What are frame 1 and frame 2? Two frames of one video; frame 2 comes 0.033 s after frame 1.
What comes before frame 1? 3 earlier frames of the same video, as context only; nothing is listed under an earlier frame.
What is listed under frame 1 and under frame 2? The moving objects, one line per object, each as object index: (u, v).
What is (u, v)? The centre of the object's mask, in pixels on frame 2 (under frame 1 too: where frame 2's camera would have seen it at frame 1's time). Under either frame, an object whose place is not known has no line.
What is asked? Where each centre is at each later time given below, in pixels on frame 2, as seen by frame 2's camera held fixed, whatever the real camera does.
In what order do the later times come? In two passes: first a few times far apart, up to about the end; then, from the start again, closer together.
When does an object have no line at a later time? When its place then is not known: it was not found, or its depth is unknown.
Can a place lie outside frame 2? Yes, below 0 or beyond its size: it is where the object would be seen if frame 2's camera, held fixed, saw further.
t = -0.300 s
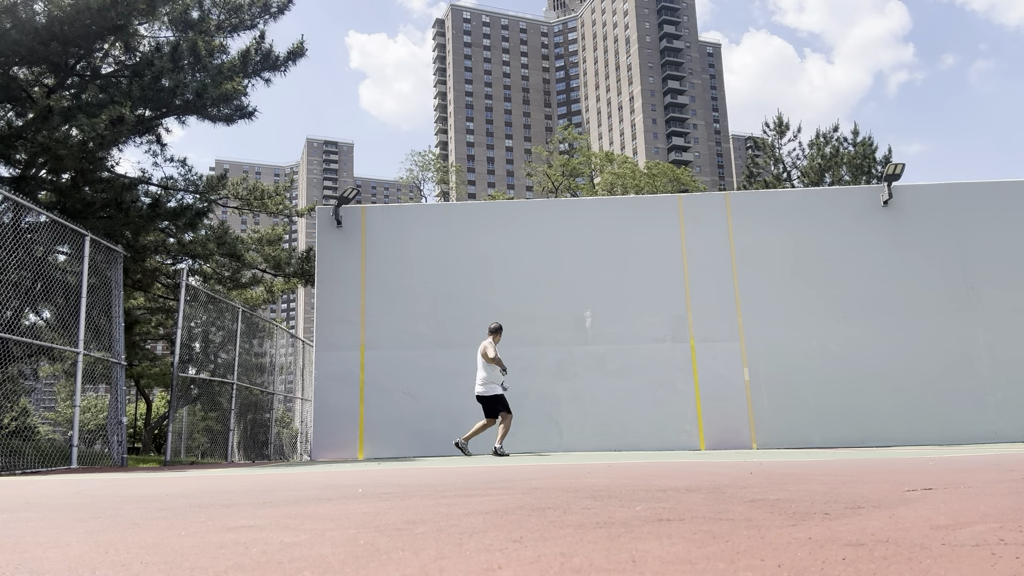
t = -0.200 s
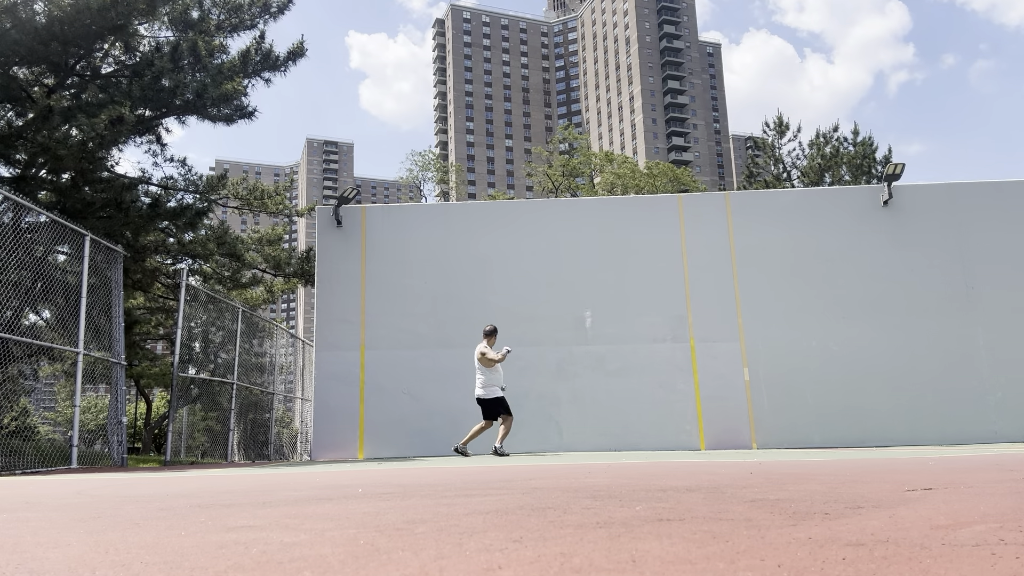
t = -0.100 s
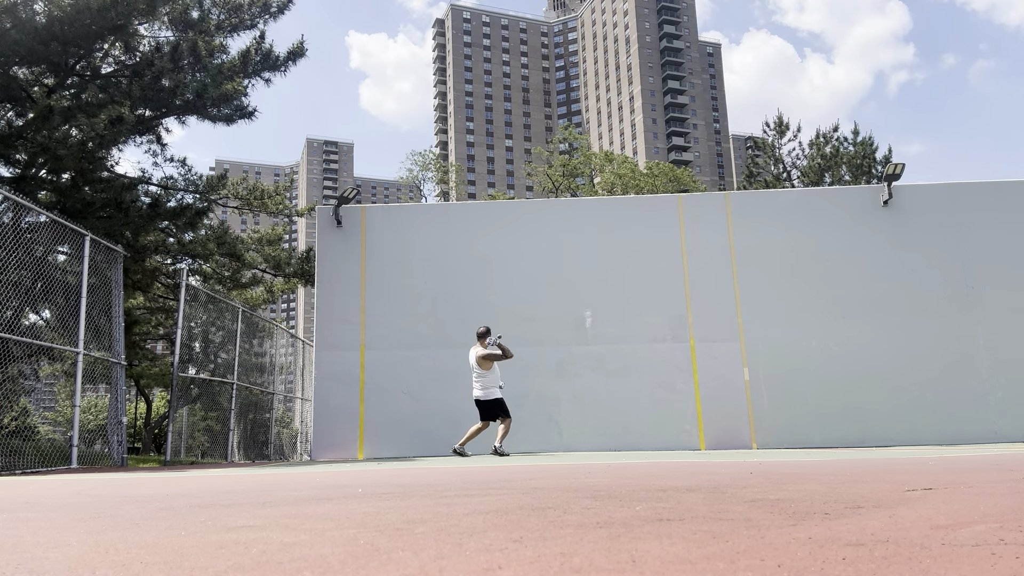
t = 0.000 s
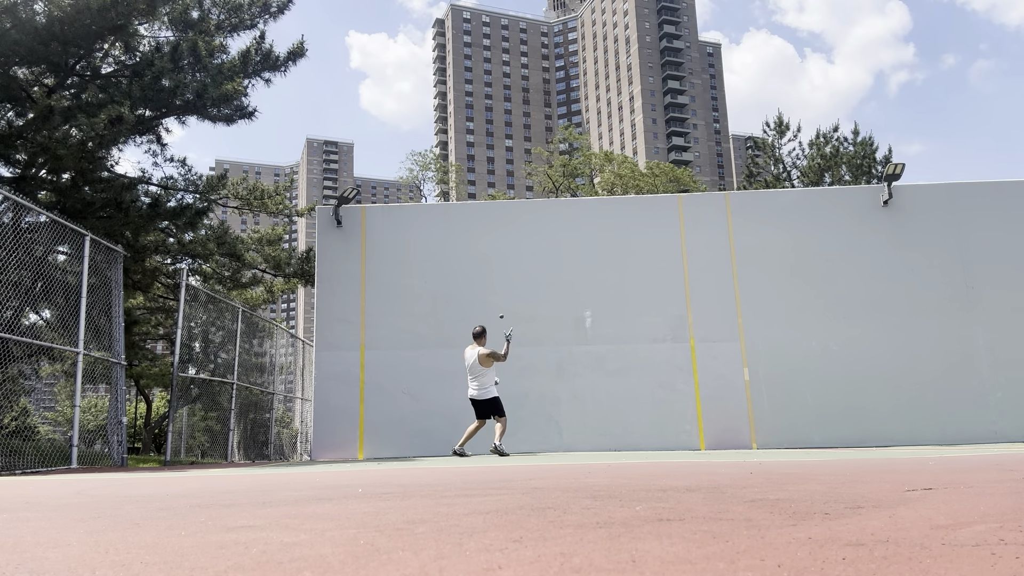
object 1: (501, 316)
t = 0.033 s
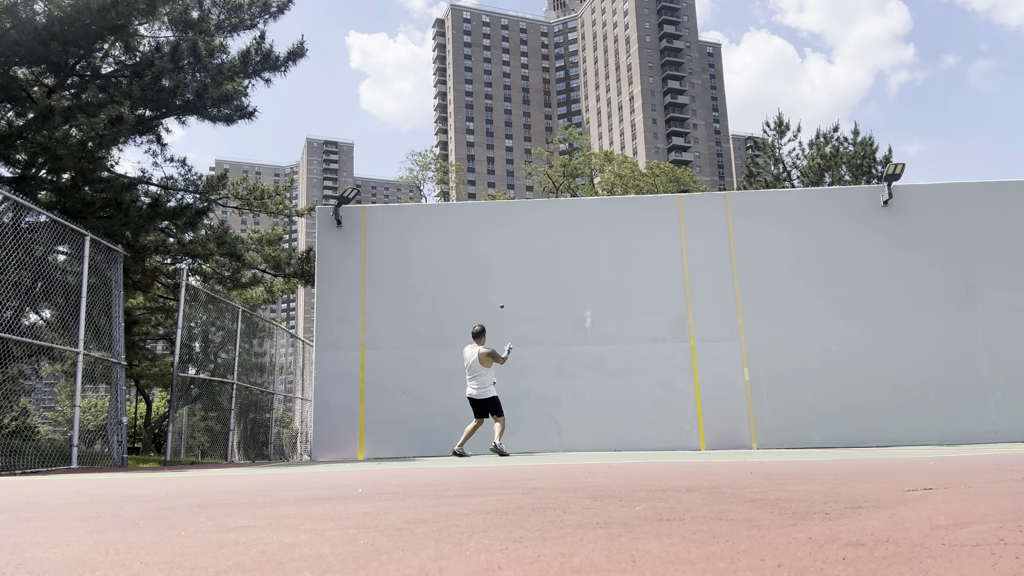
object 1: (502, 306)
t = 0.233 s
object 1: (504, 270)
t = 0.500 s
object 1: (508, 269)
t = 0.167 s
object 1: (504, 278)
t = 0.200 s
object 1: (504, 274)
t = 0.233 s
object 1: (504, 270)
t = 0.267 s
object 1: (505, 267)
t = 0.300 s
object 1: (505, 266)
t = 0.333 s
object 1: (506, 265)
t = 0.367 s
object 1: (507, 265)
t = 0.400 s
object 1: (506, 265)
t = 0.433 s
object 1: (507, 266)
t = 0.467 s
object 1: (508, 267)
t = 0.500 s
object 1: (508, 269)
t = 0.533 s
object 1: (508, 272)
